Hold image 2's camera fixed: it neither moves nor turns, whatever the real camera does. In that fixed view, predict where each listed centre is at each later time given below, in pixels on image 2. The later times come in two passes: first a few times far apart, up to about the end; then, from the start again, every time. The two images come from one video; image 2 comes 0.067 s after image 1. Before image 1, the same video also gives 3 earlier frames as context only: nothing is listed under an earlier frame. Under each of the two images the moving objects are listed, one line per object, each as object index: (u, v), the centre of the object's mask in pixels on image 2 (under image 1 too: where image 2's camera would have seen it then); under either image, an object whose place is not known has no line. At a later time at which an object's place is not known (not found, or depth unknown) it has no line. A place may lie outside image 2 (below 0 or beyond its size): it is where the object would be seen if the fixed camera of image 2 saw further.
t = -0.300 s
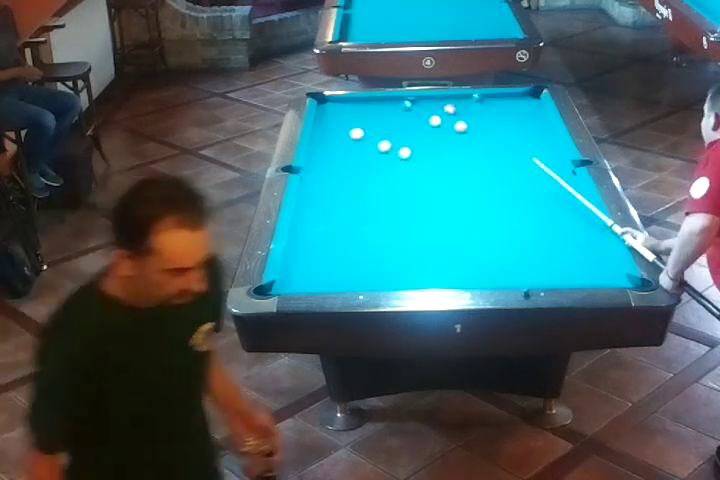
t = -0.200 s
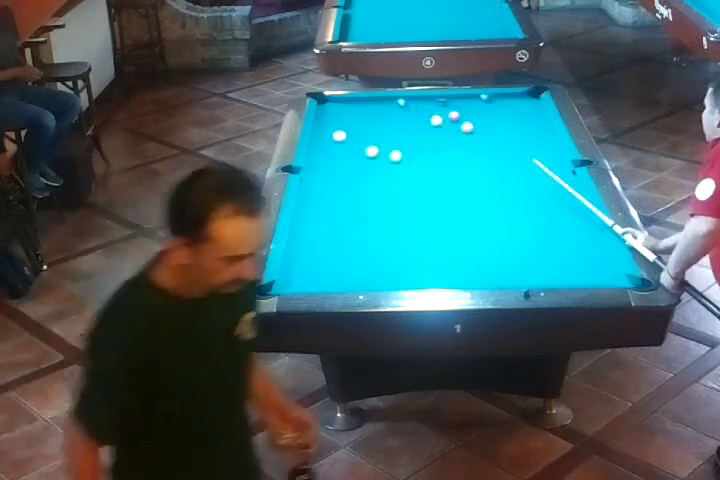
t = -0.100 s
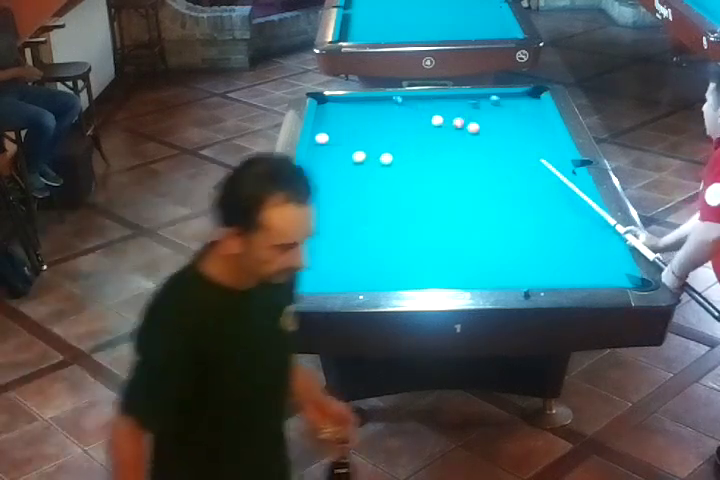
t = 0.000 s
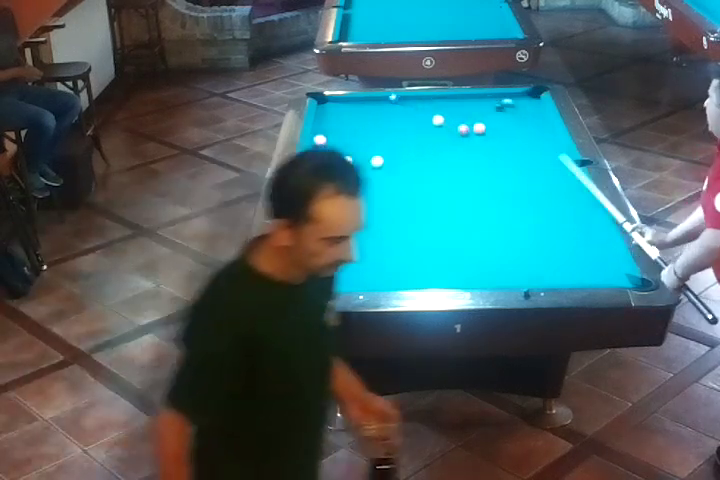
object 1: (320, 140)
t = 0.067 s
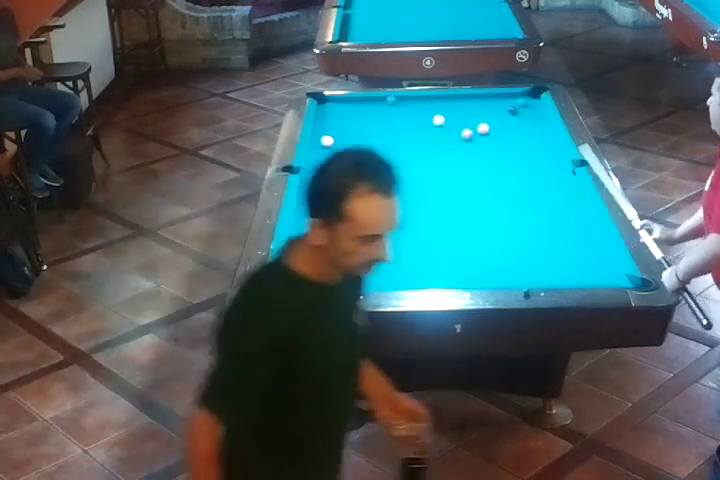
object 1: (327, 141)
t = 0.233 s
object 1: (345, 143)
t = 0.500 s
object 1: (373, 146)
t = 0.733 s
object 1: (397, 149)
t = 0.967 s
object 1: (421, 152)
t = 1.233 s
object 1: (447, 155)
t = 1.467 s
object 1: (469, 158)
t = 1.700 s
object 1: (491, 161)
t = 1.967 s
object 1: (516, 164)
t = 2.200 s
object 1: (537, 167)
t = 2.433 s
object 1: (557, 169)
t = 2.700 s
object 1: (565, 169)
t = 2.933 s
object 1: (556, 167)
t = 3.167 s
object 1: (549, 164)
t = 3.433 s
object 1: (542, 162)
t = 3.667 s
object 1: (537, 161)
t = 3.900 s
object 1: (532, 159)
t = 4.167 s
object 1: (529, 159)
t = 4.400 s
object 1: (527, 158)
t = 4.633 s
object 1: (525, 157)
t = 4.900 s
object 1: (525, 157)
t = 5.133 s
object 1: (525, 157)
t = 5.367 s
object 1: (525, 157)
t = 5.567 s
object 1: (525, 157)
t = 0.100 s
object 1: (330, 141)
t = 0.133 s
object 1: (334, 142)
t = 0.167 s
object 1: (337, 142)
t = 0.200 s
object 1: (341, 143)
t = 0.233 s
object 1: (345, 143)
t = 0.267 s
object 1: (348, 144)
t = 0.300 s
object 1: (352, 144)
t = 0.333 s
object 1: (355, 144)
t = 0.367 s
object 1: (359, 145)
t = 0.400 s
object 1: (362, 145)
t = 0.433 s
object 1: (366, 146)
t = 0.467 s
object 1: (369, 146)
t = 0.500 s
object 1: (373, 146)
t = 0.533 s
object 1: (377, 147)
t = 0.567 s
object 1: (380, 147)
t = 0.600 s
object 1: (383, 148)
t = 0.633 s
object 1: (387, 148)
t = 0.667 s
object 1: (390, 149)
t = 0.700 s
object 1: (393, 149)
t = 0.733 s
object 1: (397, 149)
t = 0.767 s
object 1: (400, 150)
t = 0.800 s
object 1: (404, 150)
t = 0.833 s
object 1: (407, 151)
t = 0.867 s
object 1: (411, 151)
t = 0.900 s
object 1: (414, 152)
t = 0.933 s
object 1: (417, 152)
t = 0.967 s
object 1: (421, 152)
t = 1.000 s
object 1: (424, 153)
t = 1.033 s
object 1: (428, 153)
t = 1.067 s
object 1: (430, 153)
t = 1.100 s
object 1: (434, 154)
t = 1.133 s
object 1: (437, 154)
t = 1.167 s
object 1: (441, 154)
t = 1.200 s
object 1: (444, 155)
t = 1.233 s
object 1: (447, 155)
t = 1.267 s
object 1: (450, 156)
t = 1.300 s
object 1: (453, 156)
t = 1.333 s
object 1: (457, 156)
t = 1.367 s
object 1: (460, 157)
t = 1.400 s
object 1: (463, 157)
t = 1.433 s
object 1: (466, 158)
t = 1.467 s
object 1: (469, 158)
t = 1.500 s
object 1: (472, 158)
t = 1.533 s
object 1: (476, 159)
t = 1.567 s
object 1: (479, 159)
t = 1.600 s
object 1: (482, 159)
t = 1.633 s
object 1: (485, 160)
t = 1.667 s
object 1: (488, 160)
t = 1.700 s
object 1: (491, 161)
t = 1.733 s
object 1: (494, 161)
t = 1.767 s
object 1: (497, 162)
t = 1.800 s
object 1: (500, 162)
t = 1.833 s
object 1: (504, 162)
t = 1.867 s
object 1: (507, 163)
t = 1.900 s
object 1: (510, 163)
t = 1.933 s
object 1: (513, 163)
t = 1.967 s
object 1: (516, 164)
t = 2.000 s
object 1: (518, 164)
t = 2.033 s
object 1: (522, 165)
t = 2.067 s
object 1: (525, 165)
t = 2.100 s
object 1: (527, 165)
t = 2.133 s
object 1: (530, 166)
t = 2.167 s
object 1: (533, 166)
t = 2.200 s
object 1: (537, 167)
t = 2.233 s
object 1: (539, 167)
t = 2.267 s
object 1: (542, 167)
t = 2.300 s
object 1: (545, 167)
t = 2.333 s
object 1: (548, 168)
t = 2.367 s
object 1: (551, 168)
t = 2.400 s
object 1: (554, 168)
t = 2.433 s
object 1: (557, 169)
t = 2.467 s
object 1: (559, 169)
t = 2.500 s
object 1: (562, 169)
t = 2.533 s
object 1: (565, 169)
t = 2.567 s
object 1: (568, 170)
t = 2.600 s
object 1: (568, 170)
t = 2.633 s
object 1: (567, 169)
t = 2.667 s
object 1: (566, 169)
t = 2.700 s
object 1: (565, 169)
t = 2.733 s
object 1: (564, 168)
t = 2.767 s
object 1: (562, 168)
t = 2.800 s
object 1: (561, 168)
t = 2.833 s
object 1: (560, 167)
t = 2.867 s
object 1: (559, 167)
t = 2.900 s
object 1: (558, 167)
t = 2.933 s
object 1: (556, 167)
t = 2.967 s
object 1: (555, 166)
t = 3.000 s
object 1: (554, 166)
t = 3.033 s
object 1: (553, 166)
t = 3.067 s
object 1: (552, 165)
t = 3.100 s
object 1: (551, 165)
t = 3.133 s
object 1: (550, 165)
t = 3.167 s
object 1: (549, 164)
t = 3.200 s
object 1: (548, 164)
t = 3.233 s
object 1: (547, 164)
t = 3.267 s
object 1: (546, 164)
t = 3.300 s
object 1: (545, 163)
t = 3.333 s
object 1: (544, 163)
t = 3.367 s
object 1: (544, 163)
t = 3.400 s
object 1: (543, 163)
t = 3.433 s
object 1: (542, 162)
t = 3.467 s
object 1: (541, 162)
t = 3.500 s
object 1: (540, 162)
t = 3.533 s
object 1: (540, 162)
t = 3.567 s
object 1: (539, 162)
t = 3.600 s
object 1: (538, 161)
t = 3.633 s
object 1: (538, 161)
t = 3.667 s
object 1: (537, 161)
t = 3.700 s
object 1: (537, 161)
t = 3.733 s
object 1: (536, 161)
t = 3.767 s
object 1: (535, 161)
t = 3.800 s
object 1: (534, 160)
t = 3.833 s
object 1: (534, 160)
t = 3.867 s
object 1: (533, 160)
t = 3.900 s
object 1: (532, 159)
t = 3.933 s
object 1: (532, 159)
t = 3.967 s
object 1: (532, 159)
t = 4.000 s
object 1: (531, 159)
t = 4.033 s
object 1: (531, 159)
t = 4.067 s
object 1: (530, 159)
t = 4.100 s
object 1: (530, 159)
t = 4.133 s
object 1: (530, 159)
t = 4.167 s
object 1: (529, 159)
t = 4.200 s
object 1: (529, 159)
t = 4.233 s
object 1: (528, 159)
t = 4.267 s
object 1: (528, 158)
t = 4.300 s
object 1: (528, 158)
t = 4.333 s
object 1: (527, 158)
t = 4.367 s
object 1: (527, 158)
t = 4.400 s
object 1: (527, 158)
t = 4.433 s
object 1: (526, 158)
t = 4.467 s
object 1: (526, 158)
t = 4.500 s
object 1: (526, 158)
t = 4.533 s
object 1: (526, 157)
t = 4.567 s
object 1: (525, 158)
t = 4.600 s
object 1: (525, 157)
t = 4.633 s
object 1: (525, 157)
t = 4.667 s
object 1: (525, 157)
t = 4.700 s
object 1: (525, 157)
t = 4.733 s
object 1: (525, 157)
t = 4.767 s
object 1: (525, 157)
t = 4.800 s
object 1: (525, 157)
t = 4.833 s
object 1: (525, 157)
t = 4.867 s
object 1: (525, 157)
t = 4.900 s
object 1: (525, 157)
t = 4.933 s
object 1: (525, 157)
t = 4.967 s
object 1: (525, 157)
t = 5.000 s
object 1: (525, 157)
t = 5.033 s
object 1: (525, 157)
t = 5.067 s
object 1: (525, 157)
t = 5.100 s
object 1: (525, 157)
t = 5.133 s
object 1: (525, 157)
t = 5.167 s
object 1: (525, 157)
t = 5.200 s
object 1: (525, 157)
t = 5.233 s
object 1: (525, 157)
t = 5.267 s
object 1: (525, 157)
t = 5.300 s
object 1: (525, 157)
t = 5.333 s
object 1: (525, 157)
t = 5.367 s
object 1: (525, 157)
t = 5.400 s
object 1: (525, 157)
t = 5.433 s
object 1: (525, 157)
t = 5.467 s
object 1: (525, 157)
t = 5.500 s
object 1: (525, 157)
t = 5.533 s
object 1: (525, 157)
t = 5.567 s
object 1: (525, 157)
